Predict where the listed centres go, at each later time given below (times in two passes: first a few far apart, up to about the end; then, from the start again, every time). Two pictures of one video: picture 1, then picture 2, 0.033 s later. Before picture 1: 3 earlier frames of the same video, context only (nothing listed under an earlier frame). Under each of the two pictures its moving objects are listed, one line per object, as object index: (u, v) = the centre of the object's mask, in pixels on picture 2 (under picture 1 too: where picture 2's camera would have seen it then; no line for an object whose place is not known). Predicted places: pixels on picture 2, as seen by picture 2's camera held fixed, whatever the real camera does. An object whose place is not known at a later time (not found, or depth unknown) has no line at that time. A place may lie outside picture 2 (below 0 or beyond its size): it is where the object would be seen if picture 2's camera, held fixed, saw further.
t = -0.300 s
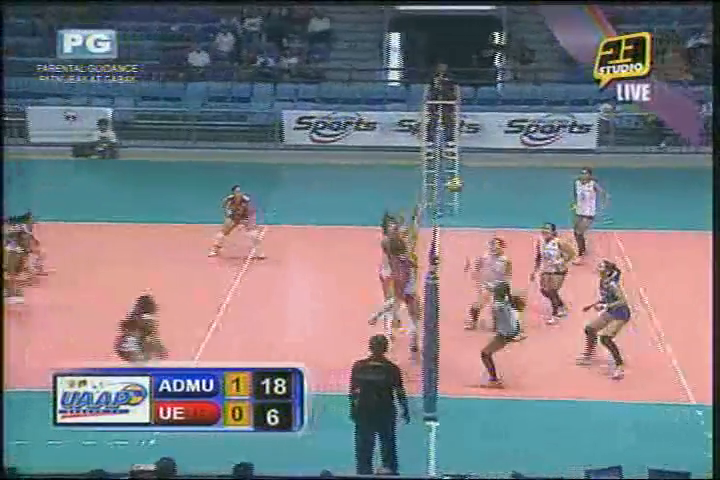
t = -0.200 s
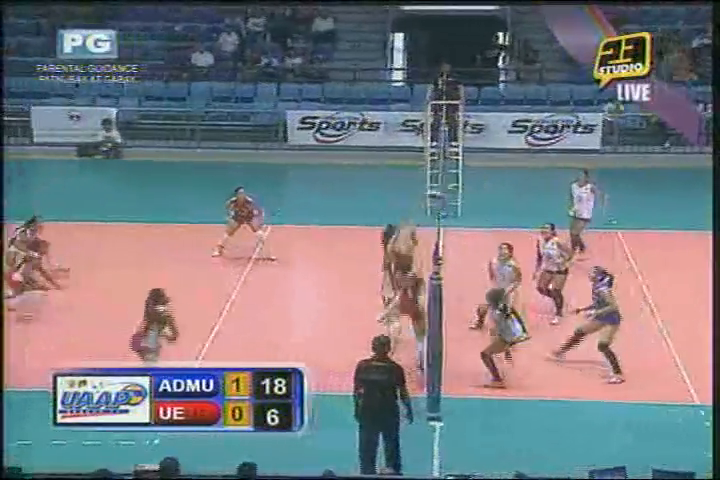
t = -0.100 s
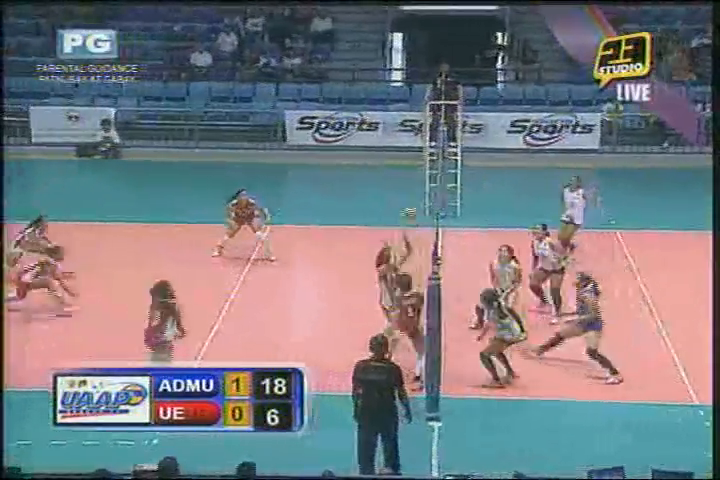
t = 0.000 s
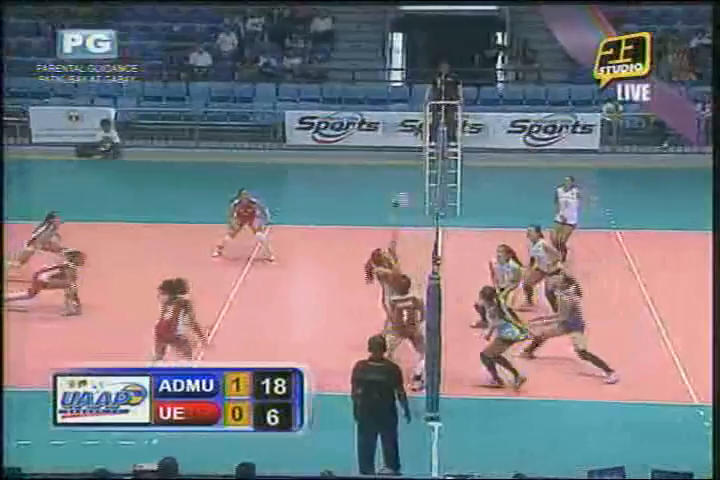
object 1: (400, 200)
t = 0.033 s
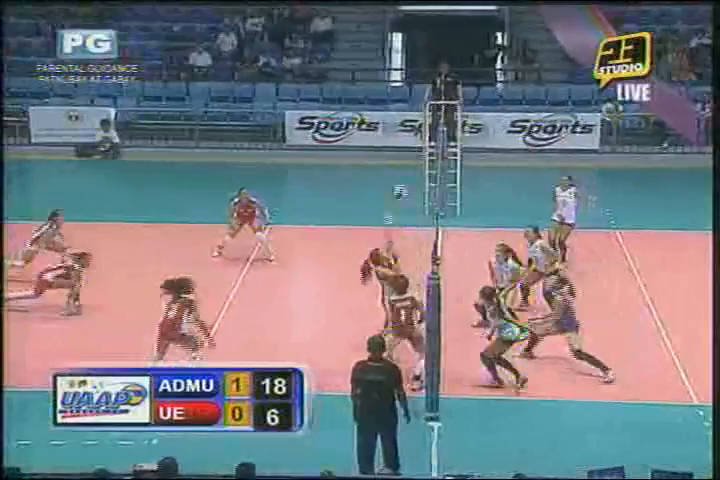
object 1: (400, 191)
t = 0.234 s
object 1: (394, 159)
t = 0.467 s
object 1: (389, 153)
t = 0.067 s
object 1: (400, 184)
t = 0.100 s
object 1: (397, 176)
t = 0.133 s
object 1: (395, 169)
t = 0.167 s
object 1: (395, 167)
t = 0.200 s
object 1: (396, 161)
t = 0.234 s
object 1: (394, 159)
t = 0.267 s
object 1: (393, 155)
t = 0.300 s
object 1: (392, 153)
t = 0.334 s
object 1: (392, 153)
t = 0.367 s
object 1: (392, 153)
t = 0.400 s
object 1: (391, 152)
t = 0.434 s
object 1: (388, 152)
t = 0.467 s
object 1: (389, 153)
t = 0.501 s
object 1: (387, 156)
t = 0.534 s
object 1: (386, 160)
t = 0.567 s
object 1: (387, 161)
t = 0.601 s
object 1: (384, 166)
